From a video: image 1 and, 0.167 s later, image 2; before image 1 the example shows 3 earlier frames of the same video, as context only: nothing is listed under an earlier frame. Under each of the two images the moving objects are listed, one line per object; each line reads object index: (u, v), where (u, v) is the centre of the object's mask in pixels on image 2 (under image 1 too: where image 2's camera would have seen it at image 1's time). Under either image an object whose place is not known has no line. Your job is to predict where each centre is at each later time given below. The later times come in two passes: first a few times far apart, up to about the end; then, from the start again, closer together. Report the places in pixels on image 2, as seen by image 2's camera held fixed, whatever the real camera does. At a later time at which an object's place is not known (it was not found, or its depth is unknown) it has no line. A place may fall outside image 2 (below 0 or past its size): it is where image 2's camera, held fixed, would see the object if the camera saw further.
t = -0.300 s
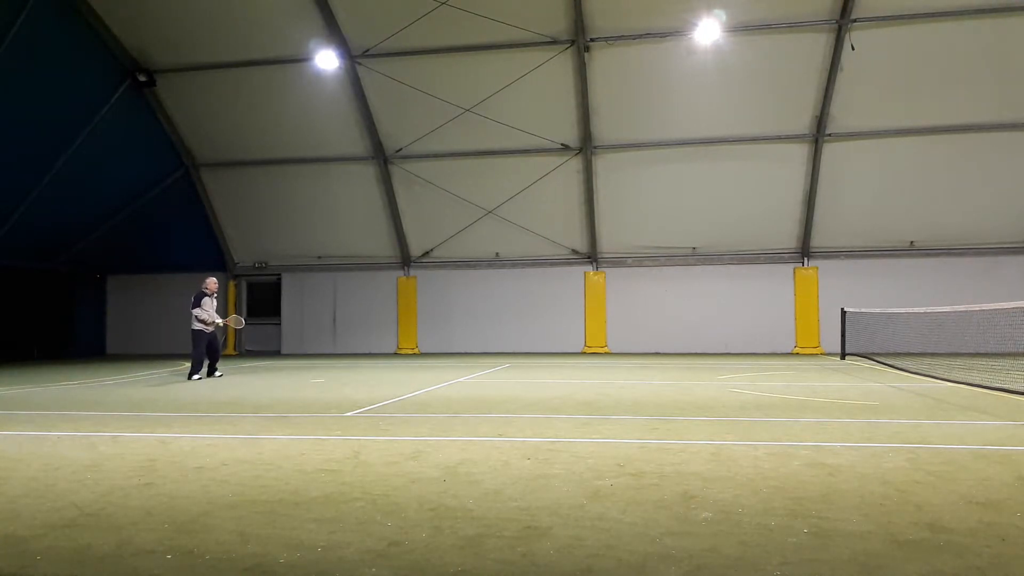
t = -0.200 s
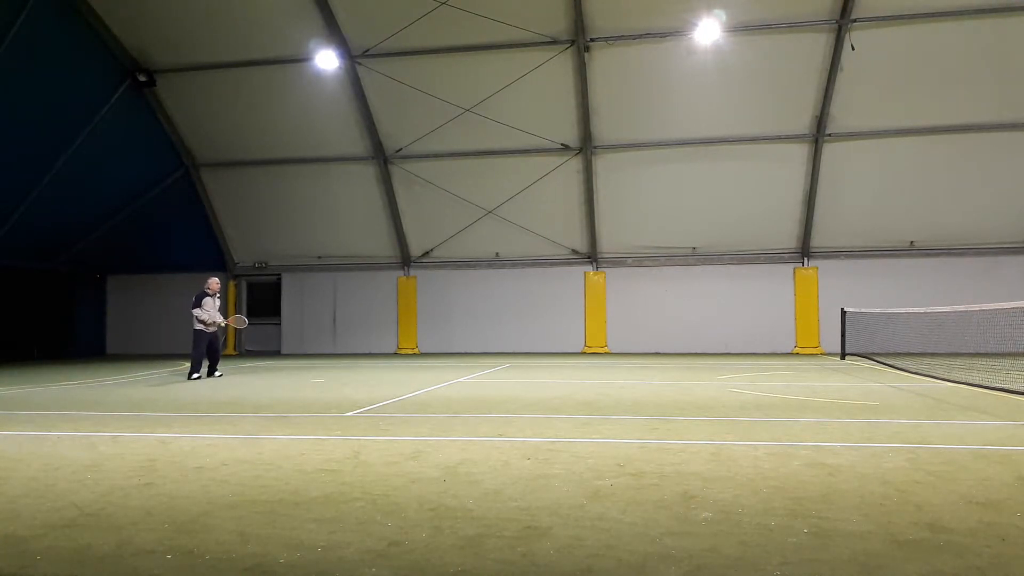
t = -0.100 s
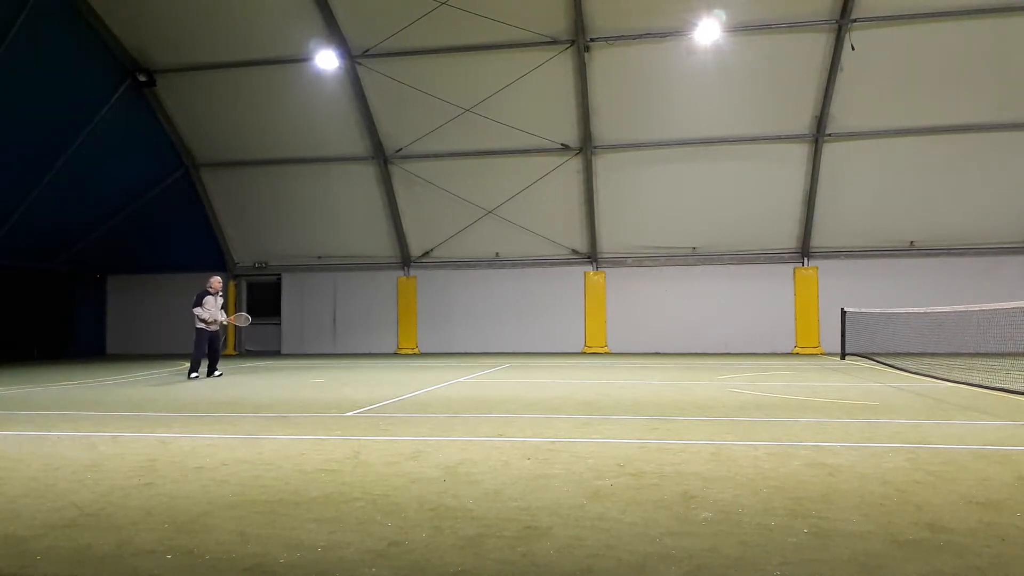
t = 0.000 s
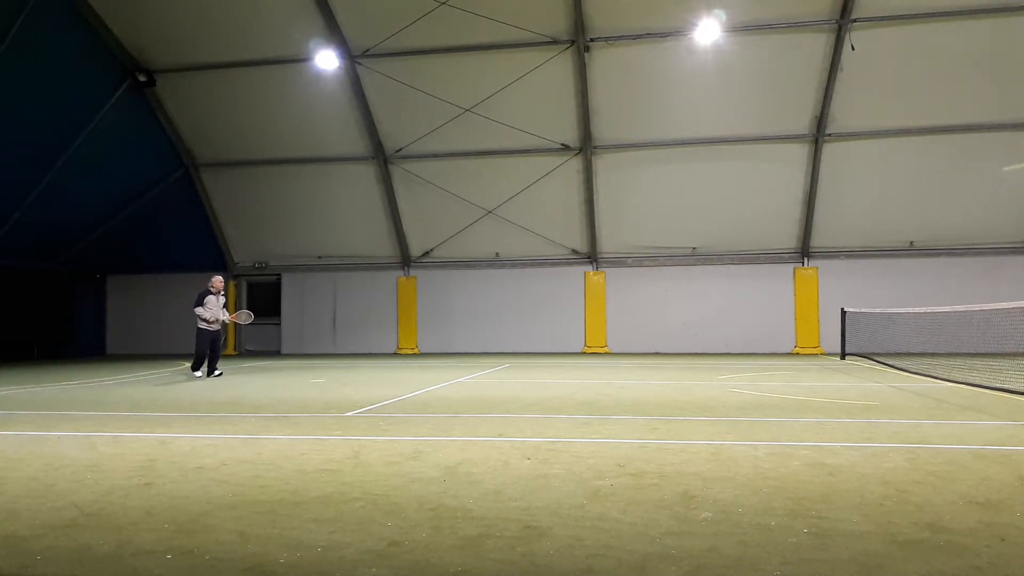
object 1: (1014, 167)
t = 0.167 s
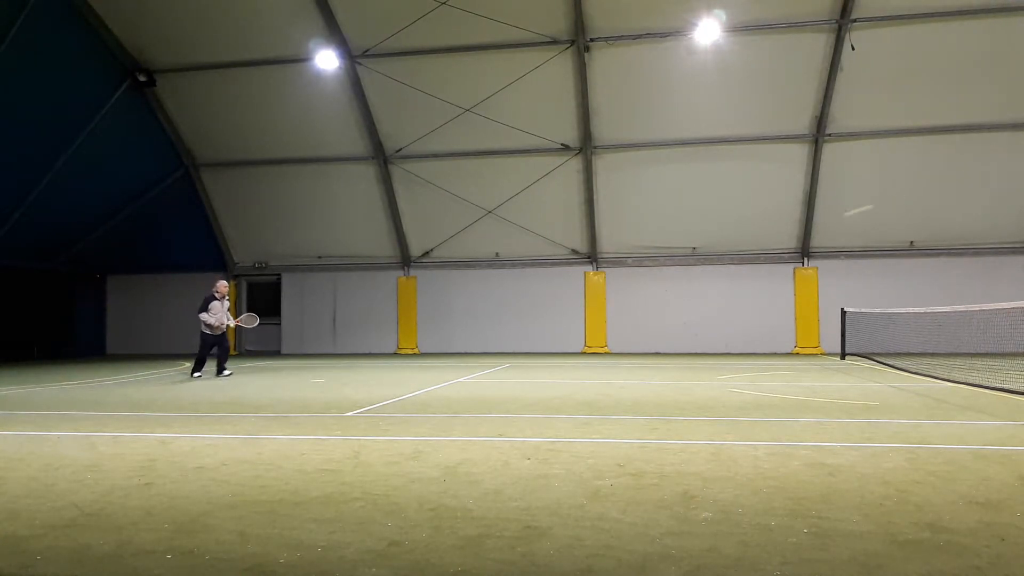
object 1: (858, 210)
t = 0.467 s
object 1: (608, 321)
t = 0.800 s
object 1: (466, 324)
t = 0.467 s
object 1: (608, 321)
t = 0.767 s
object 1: (474, 330)
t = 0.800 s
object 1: (466, 324)
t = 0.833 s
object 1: (458, 319)
